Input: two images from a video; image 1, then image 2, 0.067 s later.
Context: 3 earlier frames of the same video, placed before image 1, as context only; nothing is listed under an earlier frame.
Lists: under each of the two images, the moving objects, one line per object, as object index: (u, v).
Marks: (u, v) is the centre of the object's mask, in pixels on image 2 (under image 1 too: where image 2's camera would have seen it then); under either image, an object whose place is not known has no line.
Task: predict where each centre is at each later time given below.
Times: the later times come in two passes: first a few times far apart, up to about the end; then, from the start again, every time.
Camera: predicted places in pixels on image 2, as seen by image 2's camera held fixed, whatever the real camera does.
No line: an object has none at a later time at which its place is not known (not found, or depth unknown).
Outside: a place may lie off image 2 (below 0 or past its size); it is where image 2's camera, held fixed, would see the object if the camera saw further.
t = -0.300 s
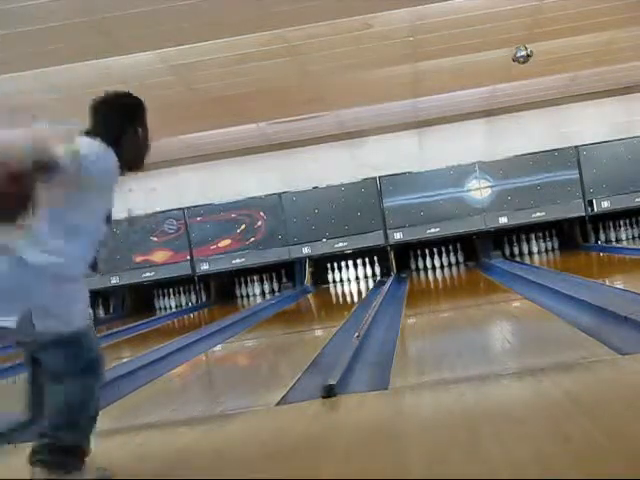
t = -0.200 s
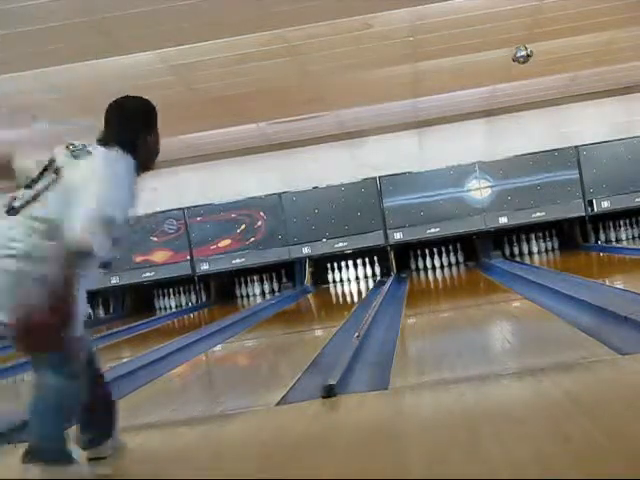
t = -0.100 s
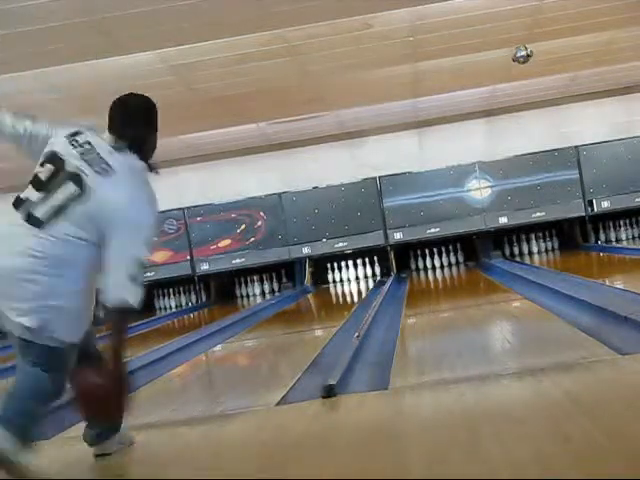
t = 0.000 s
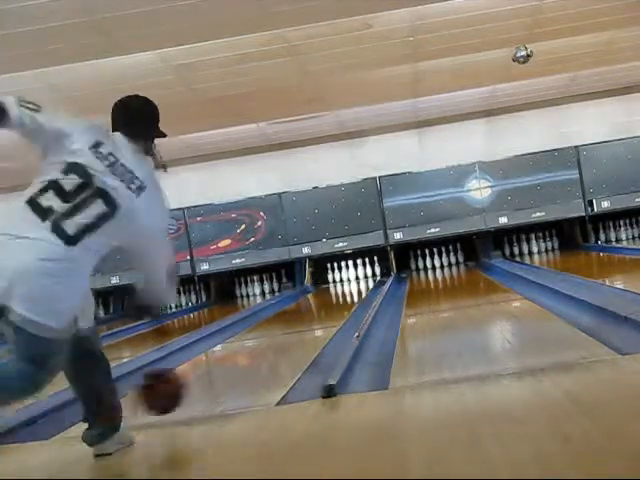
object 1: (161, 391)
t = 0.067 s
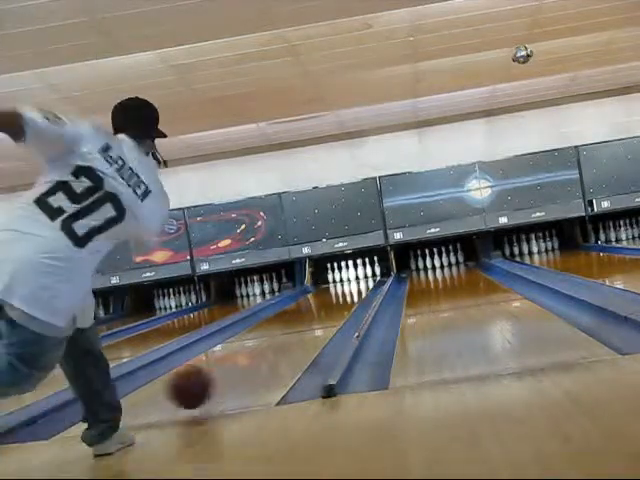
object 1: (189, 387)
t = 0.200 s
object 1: (232, 366)
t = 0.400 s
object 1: (273, 340)
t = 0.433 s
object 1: (279, 336)
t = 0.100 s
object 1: (202, 383)
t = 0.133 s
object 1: (213, 376)
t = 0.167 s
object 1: (222, 372)
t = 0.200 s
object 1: (232, 366)
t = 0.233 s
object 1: (240, 361)
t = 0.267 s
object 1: (248, 355)
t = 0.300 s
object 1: (255, 351)
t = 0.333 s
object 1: (262, 347)
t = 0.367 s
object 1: (268, 344)
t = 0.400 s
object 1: (273, 340)
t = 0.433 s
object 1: (279, 336)
